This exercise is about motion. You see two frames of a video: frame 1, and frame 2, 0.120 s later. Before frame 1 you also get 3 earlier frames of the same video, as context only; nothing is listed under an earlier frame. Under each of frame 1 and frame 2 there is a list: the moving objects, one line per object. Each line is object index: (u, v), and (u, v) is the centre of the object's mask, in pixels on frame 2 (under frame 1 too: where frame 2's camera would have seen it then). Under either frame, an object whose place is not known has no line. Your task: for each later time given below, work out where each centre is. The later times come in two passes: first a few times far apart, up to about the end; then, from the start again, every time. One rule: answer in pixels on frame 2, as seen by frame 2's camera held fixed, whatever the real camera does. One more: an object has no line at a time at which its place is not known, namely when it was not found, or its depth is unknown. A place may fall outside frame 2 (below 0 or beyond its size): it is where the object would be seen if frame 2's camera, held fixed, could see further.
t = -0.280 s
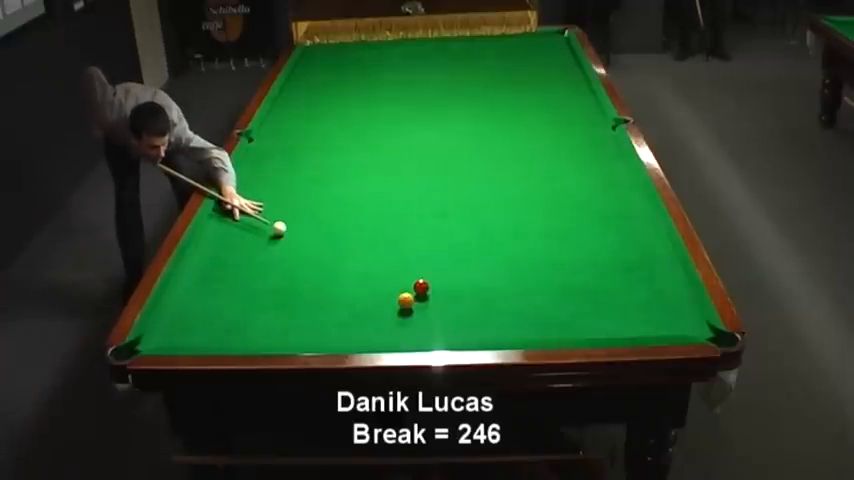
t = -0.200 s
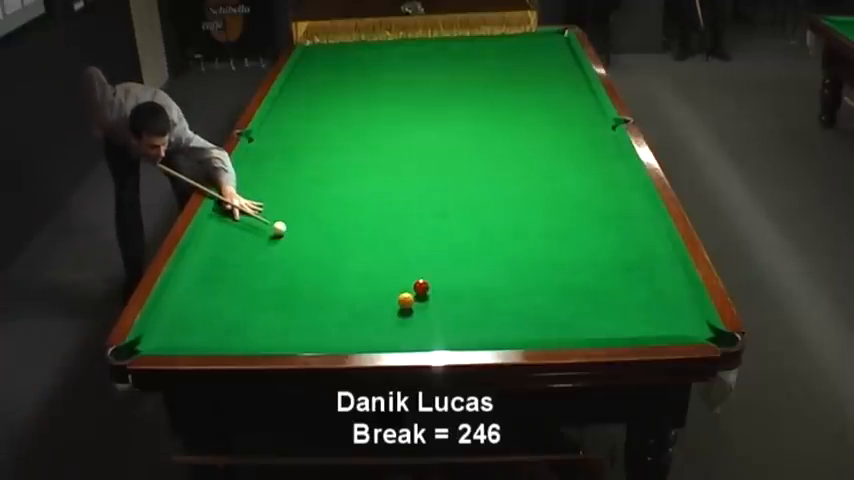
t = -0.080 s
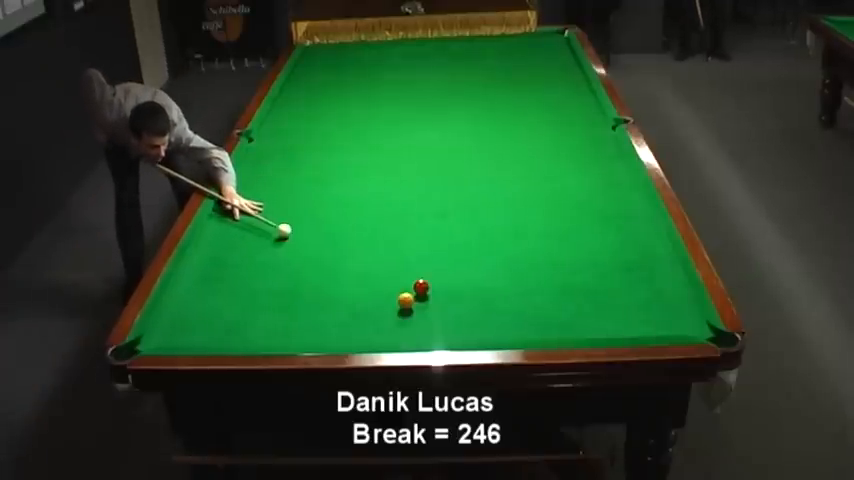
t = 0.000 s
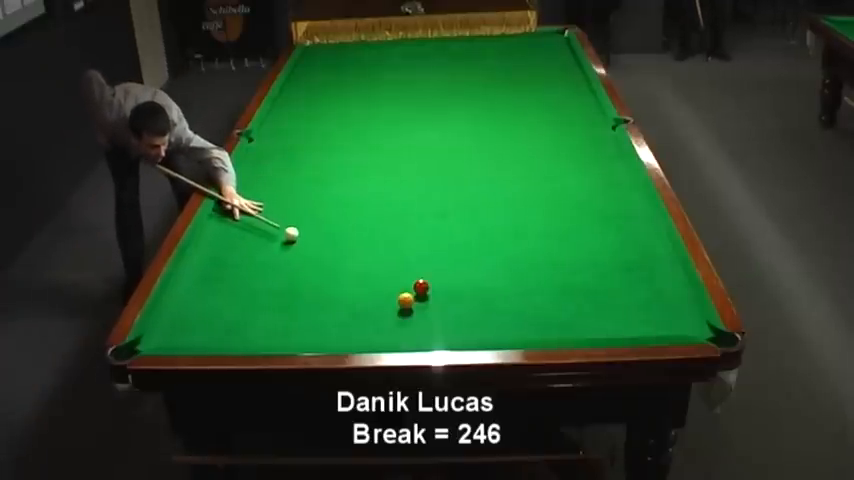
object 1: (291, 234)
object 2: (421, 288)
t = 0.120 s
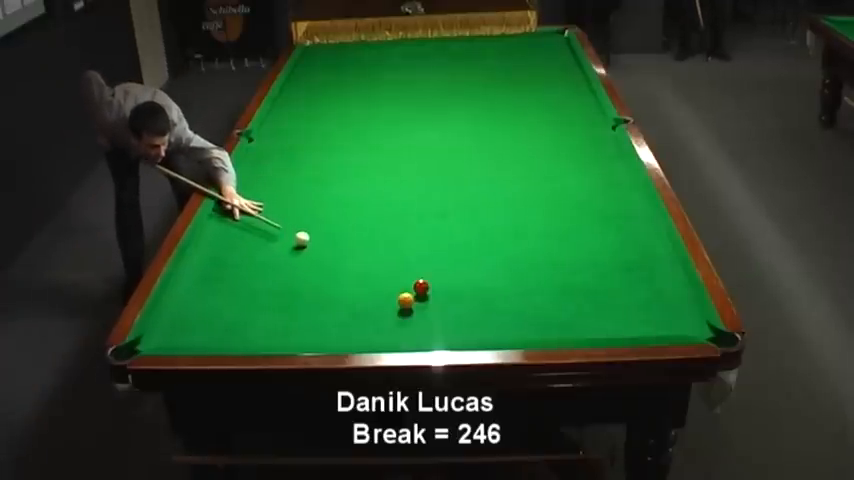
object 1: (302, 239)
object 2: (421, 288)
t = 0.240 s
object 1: (312, 243)
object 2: (421, 288)
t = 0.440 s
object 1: (330, 251)
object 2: (421, 288)
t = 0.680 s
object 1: (352, 261)
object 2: (421, 288)
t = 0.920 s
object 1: (373, 269)
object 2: (421, 288)
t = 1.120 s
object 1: (391, 277)
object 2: (421, 288)
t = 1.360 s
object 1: (407, 284)
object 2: (425, 289)
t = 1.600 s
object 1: (408, 286)
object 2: (438, 292)
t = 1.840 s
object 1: (409, 288)
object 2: (449, 295)
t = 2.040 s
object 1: (410, 289)
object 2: (457, 298)
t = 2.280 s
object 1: (411, 289)
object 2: (465, 300)
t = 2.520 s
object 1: (410, 289)
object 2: (472, 302)
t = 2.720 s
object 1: (410, 289)
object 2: (477, 303)
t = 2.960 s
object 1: (410, 289)
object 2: (481, 304)
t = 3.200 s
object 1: (411, 289)
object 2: (483, 304)
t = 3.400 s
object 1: (411, 289)
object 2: (484, 305)
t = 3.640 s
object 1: (411, 289)
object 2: (484, 305)
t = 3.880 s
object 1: (411, 289)
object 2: (484, 304)
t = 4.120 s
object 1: (410, 289)
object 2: (484, 304)
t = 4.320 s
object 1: (411, 289)
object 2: (484, 304)
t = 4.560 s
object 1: (410, 289)
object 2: (484, 304)
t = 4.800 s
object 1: (410, 289)
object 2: (484, 304)
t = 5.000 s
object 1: (411, 289)
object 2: (484, 304)
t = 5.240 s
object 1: (410, 289)
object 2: (484, 304)
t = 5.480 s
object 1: (410, 289)
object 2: (484, 304)
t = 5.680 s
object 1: (410, 289)
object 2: (484, 304)
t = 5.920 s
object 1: (410, 289)
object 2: (484, 304)
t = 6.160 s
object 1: (410, 289)
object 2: (484, 304)
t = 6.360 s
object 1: (411, 289)
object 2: (484, 304)
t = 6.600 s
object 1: (410, 289)
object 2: (484, 304)
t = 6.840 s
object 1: (410, 289)
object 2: (484, 304)
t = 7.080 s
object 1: (410, 289)
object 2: (484, 304)
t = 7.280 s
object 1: (410, 289)
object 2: (484, 304)
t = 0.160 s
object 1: (305, 240)
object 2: (421, 288)
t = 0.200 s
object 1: (309, 242)
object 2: (421, 288)
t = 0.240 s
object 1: (312, 243)
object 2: (421, 288)
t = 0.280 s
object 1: (316, 245)
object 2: (421, 288)
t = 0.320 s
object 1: (320, 247)
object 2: (421, 288)
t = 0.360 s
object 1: (323, 248)
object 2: (421, 288)
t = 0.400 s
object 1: (327, 250)
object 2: (421, 288)
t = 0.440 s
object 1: (330, 251)
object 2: (421, 288)
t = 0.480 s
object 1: (334, 253)
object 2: (421, 288)
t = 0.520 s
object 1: (338, 254)
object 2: (421, 288)
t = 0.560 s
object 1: (341, 256)
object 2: (421, 288)
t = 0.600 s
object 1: (345, 257)
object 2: (421, 288)
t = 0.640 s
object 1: (348, 259)
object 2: (421, 288)
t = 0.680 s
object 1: (352, 261)
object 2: (421, 288)
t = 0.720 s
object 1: (355, 262)
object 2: (421, 288)
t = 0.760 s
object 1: (359, 264)
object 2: (421, 288)
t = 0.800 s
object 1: (363, 265)
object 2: (421, 288)
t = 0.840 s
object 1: (366, 266)
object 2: (421, 288)
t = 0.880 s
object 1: (370, 268)
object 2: (421, 288)
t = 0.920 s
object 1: (373, 269)
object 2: (421, 288)
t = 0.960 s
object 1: (377, 271)
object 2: (421, 288)
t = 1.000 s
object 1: (380, 272)
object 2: (421, 288)
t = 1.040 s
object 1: (384, 274)
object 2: (421, 288)
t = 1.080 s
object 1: (388, 275)
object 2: (421, 288)
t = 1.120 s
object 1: (391, 277)
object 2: (421, 288)
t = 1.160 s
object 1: (395, 278)
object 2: (421, 288)
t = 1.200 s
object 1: (398, 279)
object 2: (421, 288)
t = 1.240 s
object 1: (402, 281)
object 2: (421, 288)
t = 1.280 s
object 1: (405, 282)
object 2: (421, 288)
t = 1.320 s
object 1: (406, 283)
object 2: (423, 288)
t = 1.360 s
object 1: (407, 284)
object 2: (425, 289)
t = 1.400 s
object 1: (407, 285)
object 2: (427, 290)
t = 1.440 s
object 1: (408, 285)
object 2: (429, 290)
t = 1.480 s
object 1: (408, 285)
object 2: (432, 291)
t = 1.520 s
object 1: (408, 286)
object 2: (434, 291)
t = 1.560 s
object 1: (408, 286)
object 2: (436, 292)
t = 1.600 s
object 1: (408, 286)
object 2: (438, 292)
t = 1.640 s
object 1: (409, 287)
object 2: (440, 293)
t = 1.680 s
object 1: (409, 287)
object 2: (442, 294)
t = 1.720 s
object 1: (409, 287)
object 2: (444, 294)
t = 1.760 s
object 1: (409, 287)
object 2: (446, 295)
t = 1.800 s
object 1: (409, 287)
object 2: (447, 295)
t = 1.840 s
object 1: (409, 288)
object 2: (449, 295)
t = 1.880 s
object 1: (410, 288)
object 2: (451, 296)
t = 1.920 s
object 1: (410, 289)
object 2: (452, 296)
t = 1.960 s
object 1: (410, 289)
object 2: (454, 297)
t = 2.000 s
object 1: (410, 289)
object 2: (456, 297)
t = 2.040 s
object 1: (410, 289)
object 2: (457, 298)
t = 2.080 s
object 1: (410, 289)
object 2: (459, 298)
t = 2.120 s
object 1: (410, 289)
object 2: (460, 298)
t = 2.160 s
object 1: (411, 289)
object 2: (461, 299)
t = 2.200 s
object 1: (411, 289)
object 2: (463, 299)
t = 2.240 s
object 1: (411, 289)
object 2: (464, 299)
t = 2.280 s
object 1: (411, 289)
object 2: (465, 300)
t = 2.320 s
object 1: (411, 289)
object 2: (467, 301)
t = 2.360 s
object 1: (410, 289)
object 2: (468, 301)
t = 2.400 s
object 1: (410, 289)
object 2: (469, 301)
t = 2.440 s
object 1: (411, 289)
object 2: (470, 301)
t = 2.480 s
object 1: (410, 289)
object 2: (471, 302)
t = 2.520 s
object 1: (410, 289)
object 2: (472, 302)
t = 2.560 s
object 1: (411, 289)
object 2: (473, 302)
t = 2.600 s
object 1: (410, 289)
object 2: (474, 302)
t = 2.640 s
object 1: (410, 289)
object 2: (475, 303)
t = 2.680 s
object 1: (410, 289)
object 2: (476, 303)
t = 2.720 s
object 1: (410, 289)
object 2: (477, 303)
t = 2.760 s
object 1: (410, 289)
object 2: (477, 303)
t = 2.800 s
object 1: (411, 289)
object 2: (478, 303)
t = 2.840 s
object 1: (410, 289)
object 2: (479, 304)
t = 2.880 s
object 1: (410, 289)
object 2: (480, 304)
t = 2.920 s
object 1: (410, 289)
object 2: (480, 304)
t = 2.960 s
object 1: (410, 289)
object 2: (481, 304)
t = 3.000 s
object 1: (411, 289)
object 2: (481, 304)
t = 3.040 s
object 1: (411, 289)
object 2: (482, 304)
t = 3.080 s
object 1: (411, 289)
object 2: (482, 304)
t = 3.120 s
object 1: (411, 289)
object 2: (482, 304)
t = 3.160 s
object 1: (411, 289)
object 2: (483, 304)
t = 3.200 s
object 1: (411, 289)
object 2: (483, 304)
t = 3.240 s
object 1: (411, 289)
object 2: (483, 304)
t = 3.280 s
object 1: (411, 289)
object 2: (484, 305)
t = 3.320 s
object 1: (411, 289)
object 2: (484, 305)
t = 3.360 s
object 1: (411, 289)
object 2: (484, 305)
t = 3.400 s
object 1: (411, 289)
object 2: (484, 305)
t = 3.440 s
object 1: (411, 289)
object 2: (484, 305)
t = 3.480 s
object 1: (411, 289)
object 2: (484, 305)
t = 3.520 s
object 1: (411, 289)
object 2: (484, 305)
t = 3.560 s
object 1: (411, 289)
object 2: (484, 305)
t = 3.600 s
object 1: (411, 289)
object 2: (484, 305)
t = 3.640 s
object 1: (411, 289)
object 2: (484, 305)
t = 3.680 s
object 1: (411, 289)
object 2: (484, 305)
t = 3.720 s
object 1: (411, 289)
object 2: (484, 305)
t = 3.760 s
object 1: (411, 289)
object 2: (484, 305)
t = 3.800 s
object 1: (410, 289)
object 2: (484, 304)
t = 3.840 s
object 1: (410, 289)
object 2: (484, 304)
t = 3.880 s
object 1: (411, 289)
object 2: (484, 304)
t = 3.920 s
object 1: (410, 289)
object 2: (484, 304)
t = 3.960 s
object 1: (410, 289)
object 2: (484, 304)
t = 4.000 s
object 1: (411, 289)
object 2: (484, 304)
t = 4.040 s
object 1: (410, 289)
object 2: (484, 304)
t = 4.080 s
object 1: (411, 289)
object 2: (484, 304)
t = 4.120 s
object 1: (410, 289)
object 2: (484, 304)
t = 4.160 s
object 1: (410, 289)
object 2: (484, 304)
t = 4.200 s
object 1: (411, 289)
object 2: (484, 304)
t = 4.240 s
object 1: (410, 289)
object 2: (484, 304)
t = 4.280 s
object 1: (410, 289)
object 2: (484, 304)
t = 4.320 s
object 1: (411, 289)
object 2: (484, 304)
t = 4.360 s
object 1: (410, 289)
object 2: (484, 304)
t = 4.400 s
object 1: (410, 289)
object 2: (484, 304)
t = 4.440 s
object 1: (411, 289)
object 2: (484, 304)
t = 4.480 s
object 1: (410, 289)
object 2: (484, 304)
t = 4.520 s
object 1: (410, 289)
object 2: (484, 304)
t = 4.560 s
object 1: (410, 289)
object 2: (484, 304)
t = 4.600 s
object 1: (411, 289)
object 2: (484, 304)
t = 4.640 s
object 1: (411, 289)
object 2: (484, 304)
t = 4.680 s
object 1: (410, 289)
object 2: (484, 304)
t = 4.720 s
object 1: (411, 289)
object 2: (484, 304)
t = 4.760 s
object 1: (410, 289)
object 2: (484, 304)
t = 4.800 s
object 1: (410, 289)
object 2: (484, 304)
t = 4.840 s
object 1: (410, 289)
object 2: (484, 304)
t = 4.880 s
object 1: (410, 289)
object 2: (484, 304)
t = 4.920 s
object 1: (410, 289)
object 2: (484, 304)
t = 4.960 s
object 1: (410, 289)
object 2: (484, 304)
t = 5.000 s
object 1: (411, 289)
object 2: (484, 304)
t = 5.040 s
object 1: (411, 289)
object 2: (484, 304)
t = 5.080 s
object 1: (411, 289)
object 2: (484, 304)
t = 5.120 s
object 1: (410, 289)
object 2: (484, 304)
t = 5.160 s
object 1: (410, 289)
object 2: (484, 304)
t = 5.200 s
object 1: (410, 289)
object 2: (484, 304)
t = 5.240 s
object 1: (410, 289)
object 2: (484, 304)
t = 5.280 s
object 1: (411, 289)
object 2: (484, 304)
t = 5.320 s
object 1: (410, 289)
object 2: (484, 304)
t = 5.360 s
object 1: (410, 289)
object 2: (484, 304)
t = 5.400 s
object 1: (410, 289)
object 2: (484, 304)
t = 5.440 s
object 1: (410, 289)
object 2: (484, 304)
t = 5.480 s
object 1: (410, 289)
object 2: (484, 304)
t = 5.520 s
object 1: (411, 289)
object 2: (484, 304)
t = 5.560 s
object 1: (411, 289)
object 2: (484, 304)
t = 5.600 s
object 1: (411, 289)
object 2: (484, 304)
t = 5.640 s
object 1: (410, 289)
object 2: (484, 304)
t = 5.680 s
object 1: (410, 289)
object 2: (484, 304)
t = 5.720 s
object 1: (411, 289)
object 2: (484, 304)
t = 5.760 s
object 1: (411, 289)
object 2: (484, 304)
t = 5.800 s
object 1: (410, 289)
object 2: (484, 304)
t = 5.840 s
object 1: (410, 289)
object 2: (484, 304)
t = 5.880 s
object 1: (410, 289)
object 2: (484, 304)
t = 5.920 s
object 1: (410, 289)
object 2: (484, 304)
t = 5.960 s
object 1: (411, 289)
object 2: (484, 304)
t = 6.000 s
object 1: (410, 289)
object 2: (484, 304)
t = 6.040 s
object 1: (411, 289)
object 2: (484, 304)
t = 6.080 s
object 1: (410, 289)
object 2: (484, 304)
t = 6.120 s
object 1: (411, 289)
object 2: (484, 304)
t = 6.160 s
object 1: (410, 289)
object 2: (484, 304)
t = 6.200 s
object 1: (410, 289)
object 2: (484, 304)
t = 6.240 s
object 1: (410, 289)
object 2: (484, 304)
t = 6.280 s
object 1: (411, 289)
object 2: (484, 304)
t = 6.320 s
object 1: (410, 289)
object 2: (484, 304)
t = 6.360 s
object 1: (411, 289)
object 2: (484, 304)
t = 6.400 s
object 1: (410, 289)
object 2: (484, 304)
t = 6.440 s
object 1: (410, 289)
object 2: (484, 304)
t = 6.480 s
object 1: (411, 289)
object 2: (484, 304)
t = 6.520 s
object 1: (410, 289)
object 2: (484, 304)
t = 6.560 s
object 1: (410, 289)
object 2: (484, 304)
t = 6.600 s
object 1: (410, 289)
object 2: (484, 304)
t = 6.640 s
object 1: (411, 289)
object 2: (484, 304)
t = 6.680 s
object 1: (410, 289)
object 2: (484, 304)
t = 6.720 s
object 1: (410, 289)
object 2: (484, 304)
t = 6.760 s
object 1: (410, 289)
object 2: (484, 304)
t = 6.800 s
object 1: (411, 289)
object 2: (484, 304)
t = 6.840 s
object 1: (410, 289)
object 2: (484, 304)
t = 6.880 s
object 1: (410, 289)
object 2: (484, 304)
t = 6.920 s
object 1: (411, 289)
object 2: (484, 304)
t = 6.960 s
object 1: (410, 289)
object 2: (484, 304)
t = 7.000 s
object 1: (410, 289)
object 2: (484, 304)
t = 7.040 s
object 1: (411, 289)
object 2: (484, 304)
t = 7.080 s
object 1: (410, 289)
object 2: (484, 304)
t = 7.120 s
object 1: (410, 289)
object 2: (484, 304)
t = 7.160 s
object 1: (411, 289)
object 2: (484, 304)
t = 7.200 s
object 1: (410, 289)
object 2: (484, 304)
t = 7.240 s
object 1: (410, 289)
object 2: (484, 304)
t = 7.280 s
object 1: (410, 289)
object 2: (484, 304)
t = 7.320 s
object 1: (411, 289)
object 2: (484, 304)
